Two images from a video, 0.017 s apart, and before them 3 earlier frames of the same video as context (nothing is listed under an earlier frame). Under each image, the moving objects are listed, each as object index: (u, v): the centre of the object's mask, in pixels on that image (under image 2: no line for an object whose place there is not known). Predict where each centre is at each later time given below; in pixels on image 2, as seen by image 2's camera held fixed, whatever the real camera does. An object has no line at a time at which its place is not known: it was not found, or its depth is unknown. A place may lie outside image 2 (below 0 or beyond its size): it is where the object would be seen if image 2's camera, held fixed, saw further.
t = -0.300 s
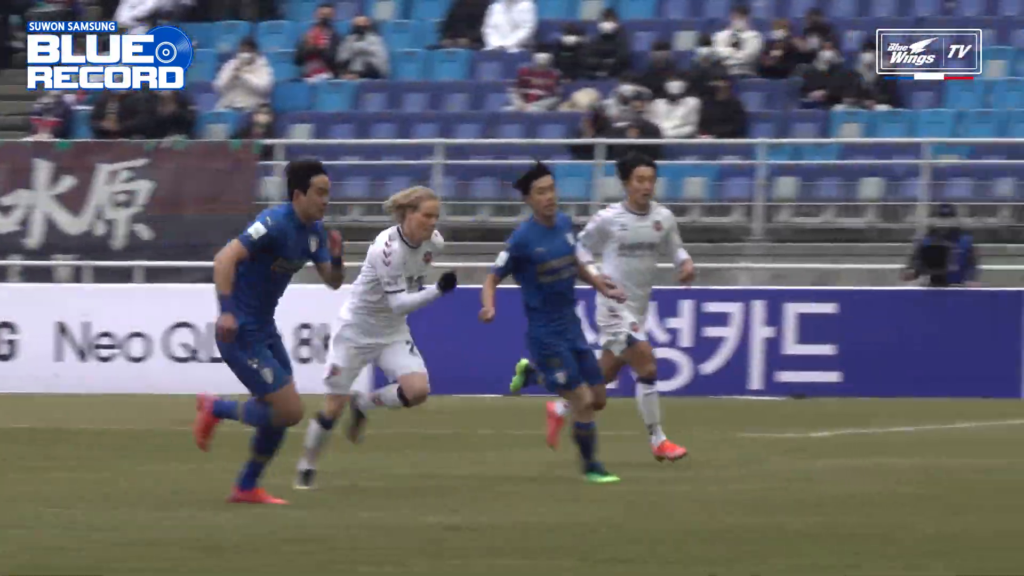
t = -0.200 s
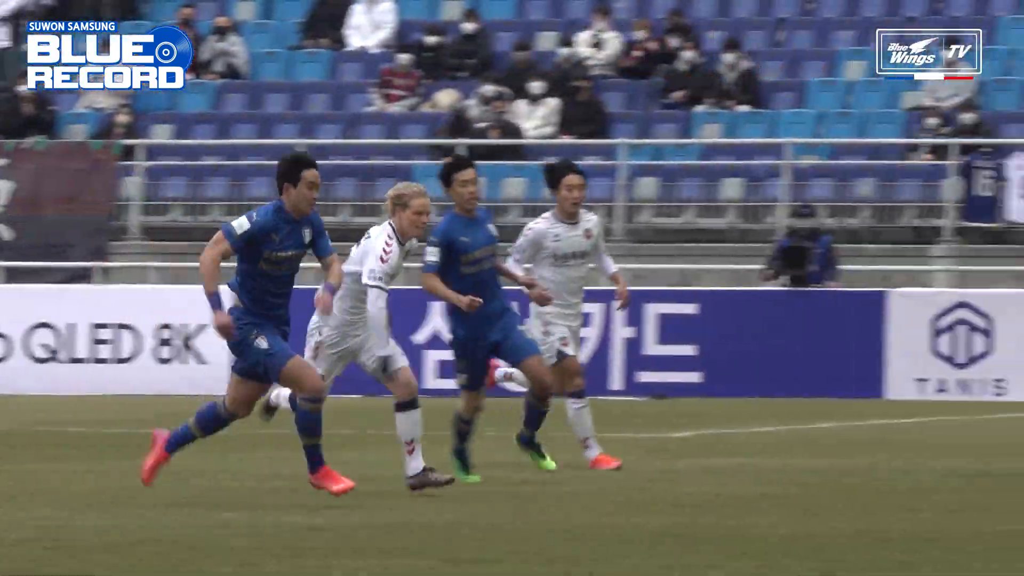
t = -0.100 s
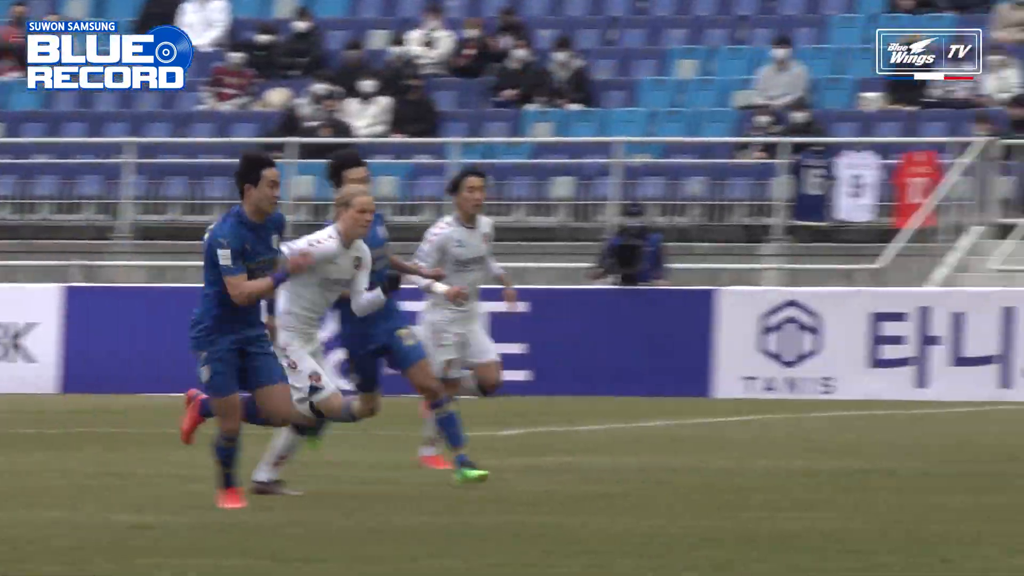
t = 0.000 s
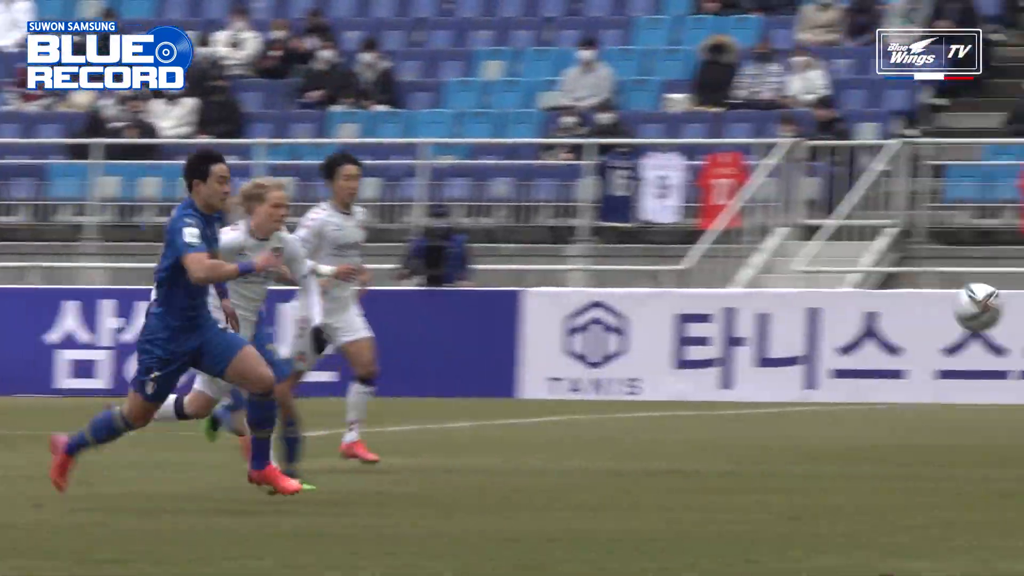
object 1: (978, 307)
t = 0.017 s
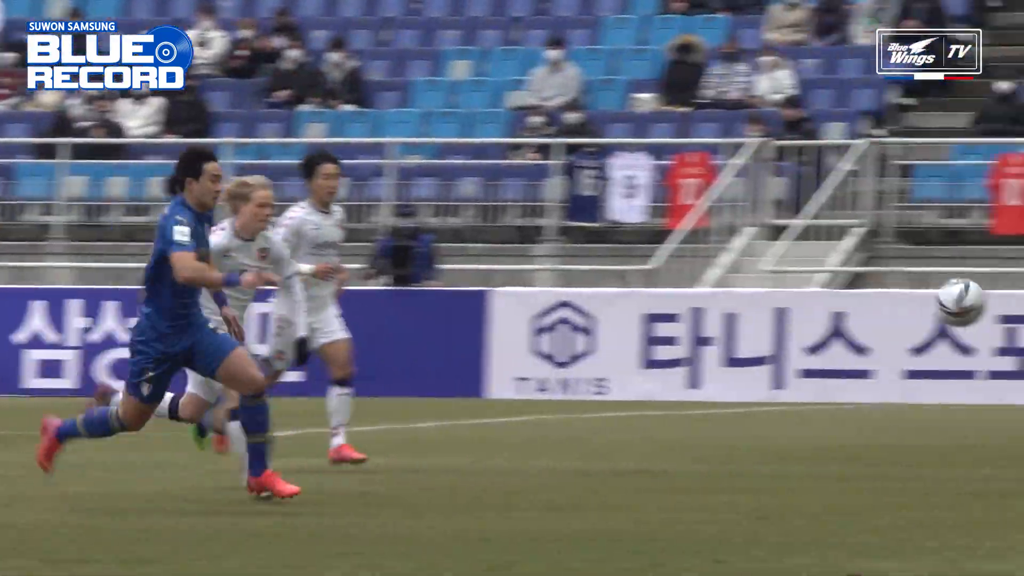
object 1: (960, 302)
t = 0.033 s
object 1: (978, 299)
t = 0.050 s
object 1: (994, 297)
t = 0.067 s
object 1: (1011, 294)
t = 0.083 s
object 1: (1028, 292)
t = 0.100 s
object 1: (1045, 292)
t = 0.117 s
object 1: (1061, 292)
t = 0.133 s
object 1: (1078, 292)
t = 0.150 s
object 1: (1095, 293)
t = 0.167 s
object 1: (1111, 295)
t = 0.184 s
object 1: (1127, 297)
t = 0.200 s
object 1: (1143, 302)
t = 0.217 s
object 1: (1160, 305)
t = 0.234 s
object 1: (1177, 310)
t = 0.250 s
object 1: (1193, 314)
